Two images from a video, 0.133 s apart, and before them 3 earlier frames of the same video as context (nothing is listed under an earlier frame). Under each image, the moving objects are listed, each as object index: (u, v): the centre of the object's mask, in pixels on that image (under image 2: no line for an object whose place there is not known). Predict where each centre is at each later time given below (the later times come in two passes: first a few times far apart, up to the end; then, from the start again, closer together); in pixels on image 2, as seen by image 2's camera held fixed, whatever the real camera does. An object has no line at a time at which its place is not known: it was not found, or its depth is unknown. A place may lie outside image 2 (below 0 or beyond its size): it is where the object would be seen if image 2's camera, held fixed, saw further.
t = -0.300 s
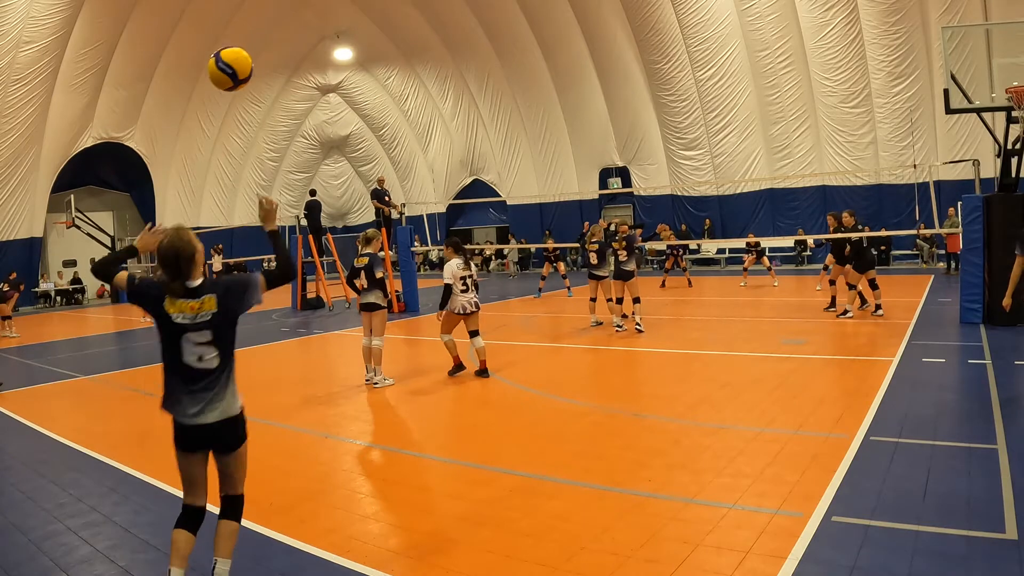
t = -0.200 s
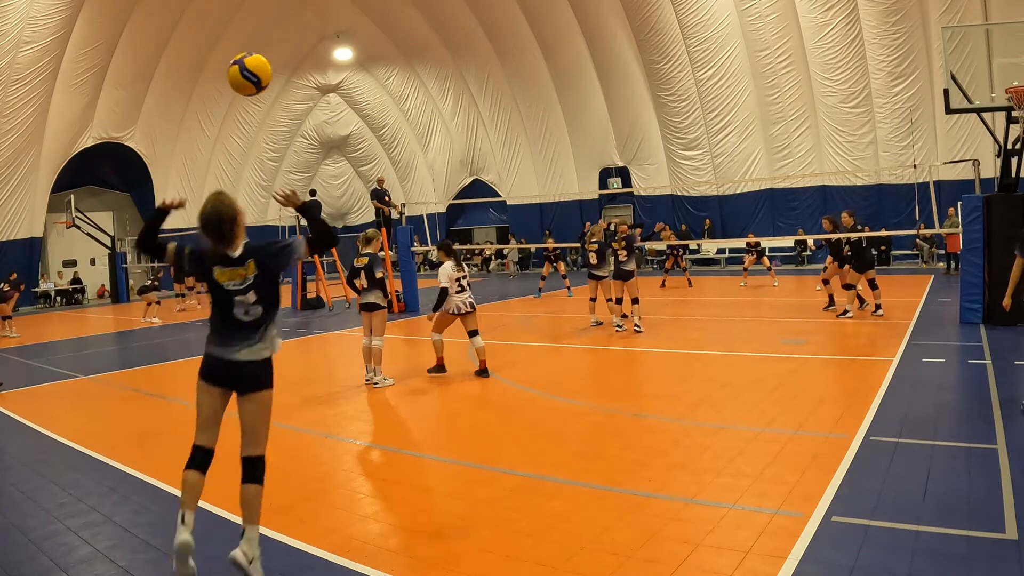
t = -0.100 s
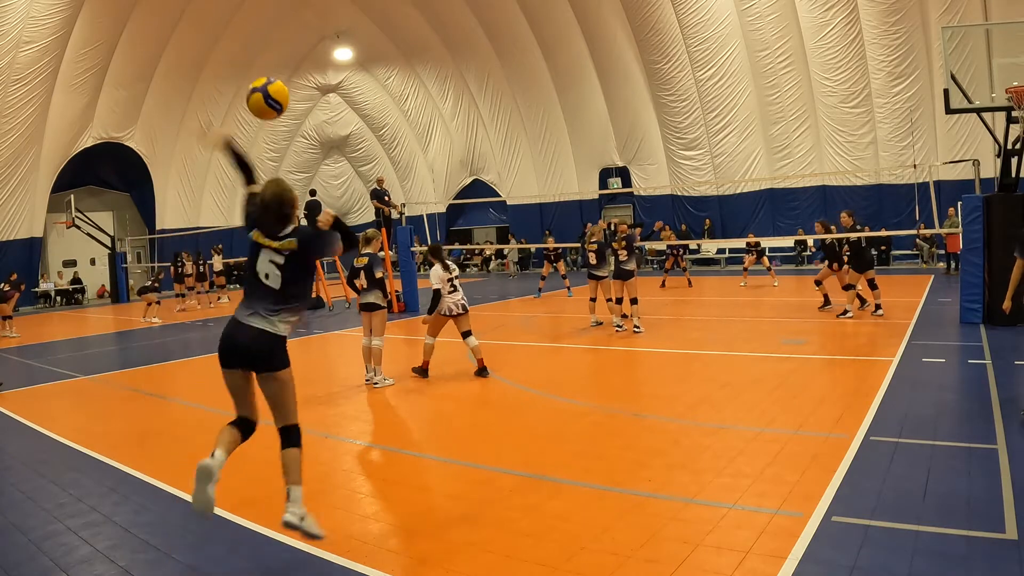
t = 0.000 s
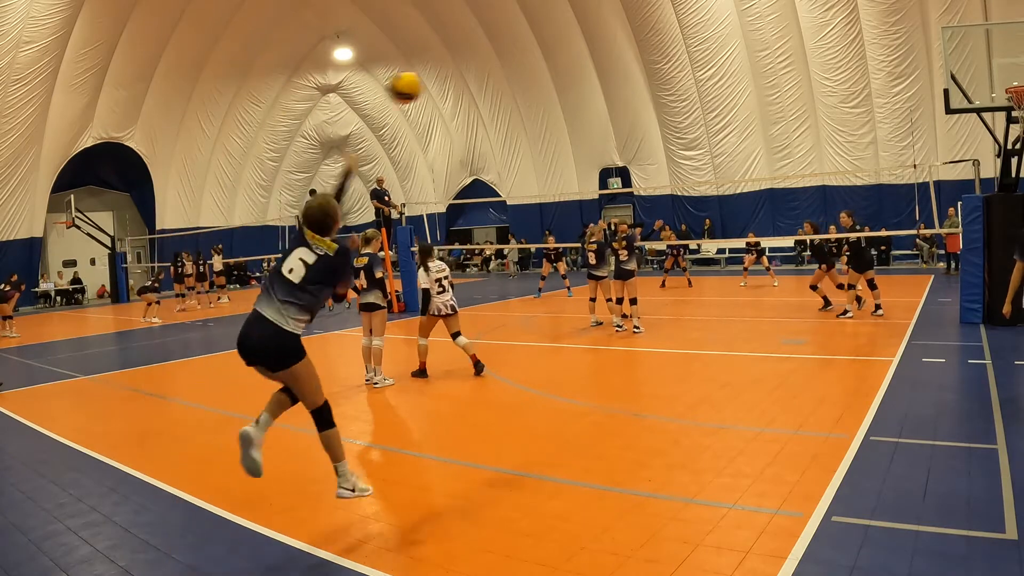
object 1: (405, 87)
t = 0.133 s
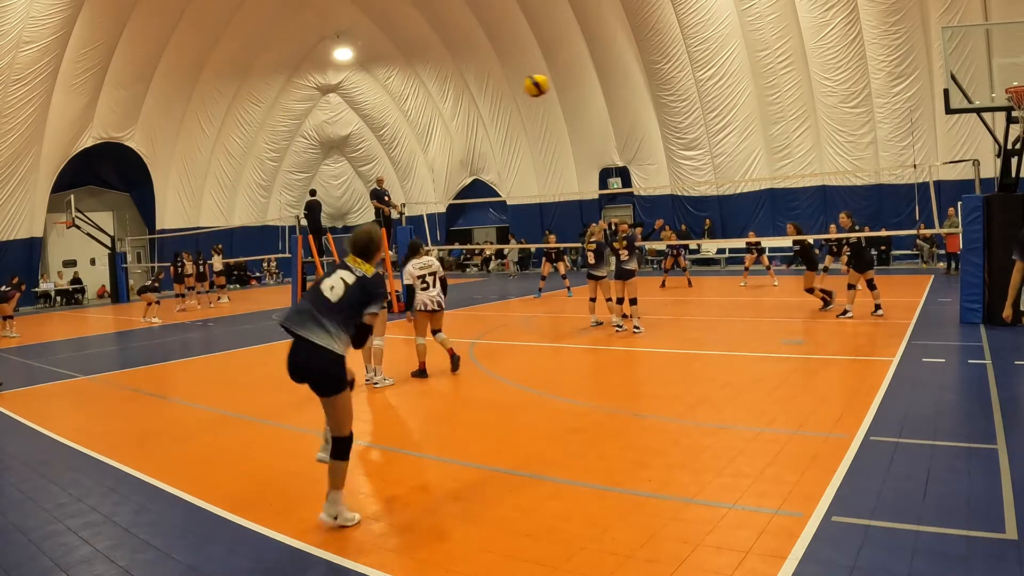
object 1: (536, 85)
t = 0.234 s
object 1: (592, 95)
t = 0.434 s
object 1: (659, 128)
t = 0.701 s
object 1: (710, 189)
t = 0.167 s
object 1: (558, 88)
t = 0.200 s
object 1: (576, 91)
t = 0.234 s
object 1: (592, 95)
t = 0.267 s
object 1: (606, 99)
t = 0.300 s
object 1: (619, 104)
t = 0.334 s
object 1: (630, 109)
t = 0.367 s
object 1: (641, 115)
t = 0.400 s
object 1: (651, 122)
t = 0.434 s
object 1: (659, 128)
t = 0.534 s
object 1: (682, 149)
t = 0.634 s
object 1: (700, 172)
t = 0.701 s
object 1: (710, 189)
